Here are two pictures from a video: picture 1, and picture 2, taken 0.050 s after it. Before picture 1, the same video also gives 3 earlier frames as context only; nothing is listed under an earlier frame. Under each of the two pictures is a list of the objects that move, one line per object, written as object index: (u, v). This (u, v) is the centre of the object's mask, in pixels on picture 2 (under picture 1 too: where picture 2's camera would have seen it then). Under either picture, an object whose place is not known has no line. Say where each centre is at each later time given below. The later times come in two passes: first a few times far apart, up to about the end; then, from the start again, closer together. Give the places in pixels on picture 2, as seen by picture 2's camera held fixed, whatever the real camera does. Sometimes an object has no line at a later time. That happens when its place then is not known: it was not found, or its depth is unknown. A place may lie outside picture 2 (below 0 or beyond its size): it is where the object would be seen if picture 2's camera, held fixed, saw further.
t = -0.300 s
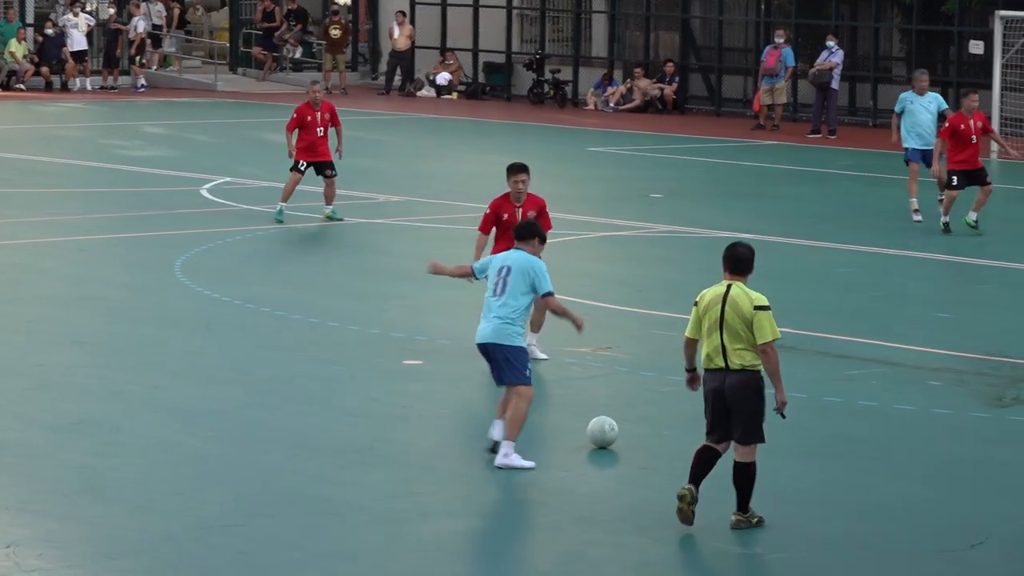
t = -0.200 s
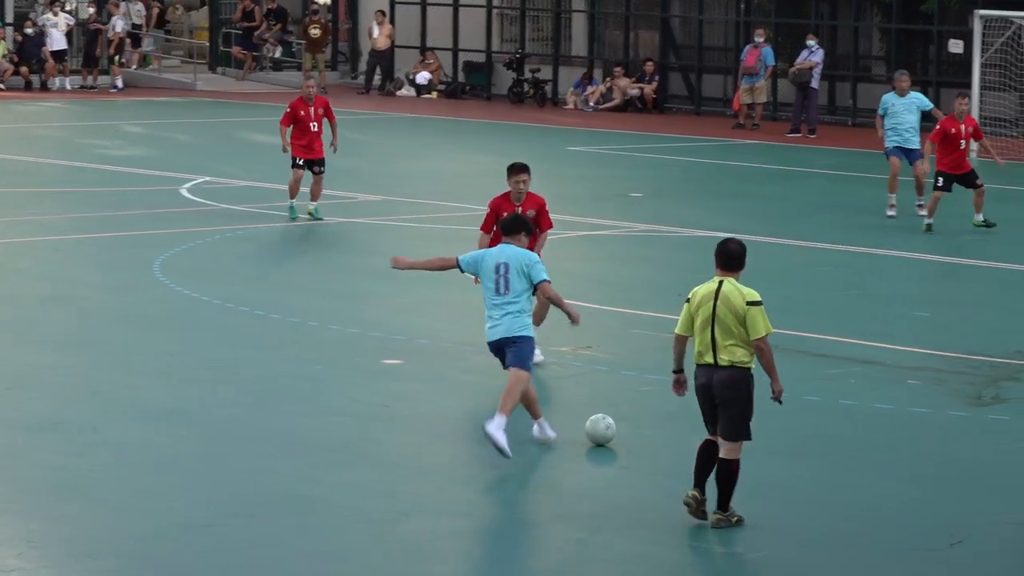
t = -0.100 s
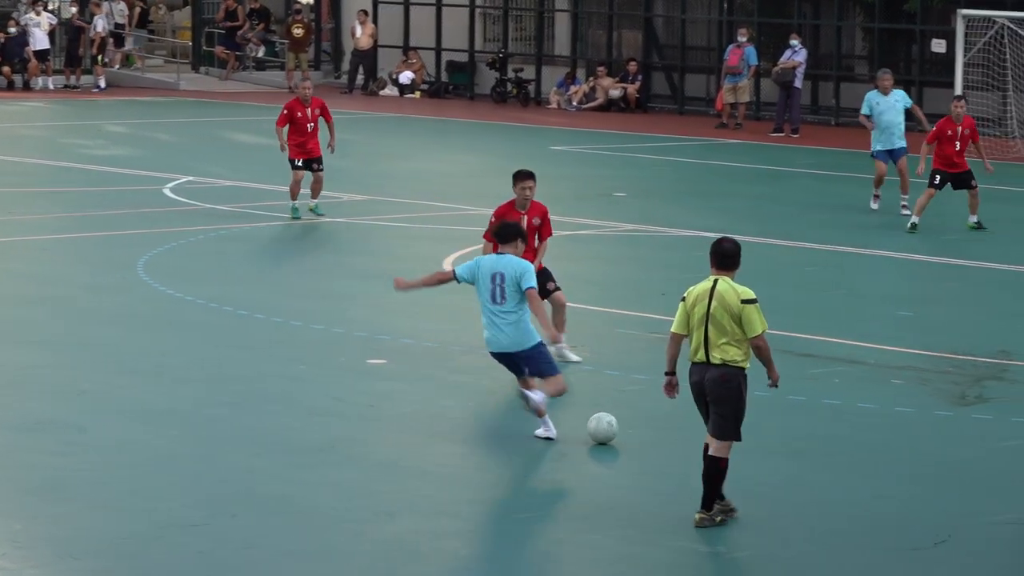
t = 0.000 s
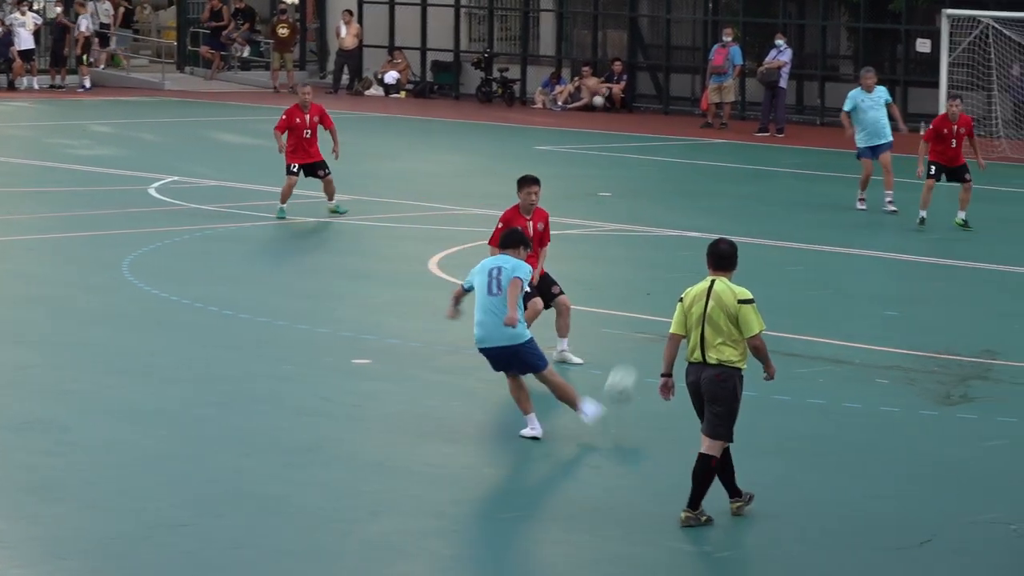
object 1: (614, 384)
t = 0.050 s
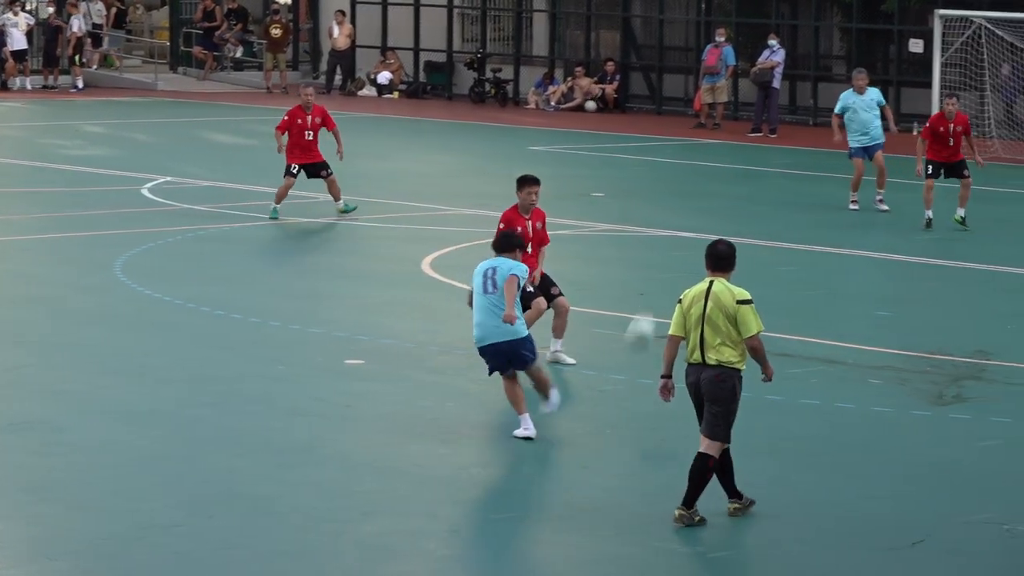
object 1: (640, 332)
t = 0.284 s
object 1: (742, 152)
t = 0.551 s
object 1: (823, 42)
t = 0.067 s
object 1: (649, 316)
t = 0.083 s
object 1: (658, 300)
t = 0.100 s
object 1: (665, 285)
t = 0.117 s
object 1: (673, 270)
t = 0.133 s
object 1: (681, 256)
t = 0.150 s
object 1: (687, 242)
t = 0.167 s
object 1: (696, 228)
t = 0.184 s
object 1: (702, 216)
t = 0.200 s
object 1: (710, 203)
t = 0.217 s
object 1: (716, 191)
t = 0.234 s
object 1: (722, 182)
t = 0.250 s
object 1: (729, 171)
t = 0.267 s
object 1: (736, 160)
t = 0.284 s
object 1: (742, 152)
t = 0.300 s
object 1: (748, 143)
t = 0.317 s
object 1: (754, 133)
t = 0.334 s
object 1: (759, 126)
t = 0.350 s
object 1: (764, 117)
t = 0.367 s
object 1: (770, 109)
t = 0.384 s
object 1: (775, 101)
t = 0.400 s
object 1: (781, 94)
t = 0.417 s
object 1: (785, 87)
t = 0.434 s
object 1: (791, 81)
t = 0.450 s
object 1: (795, 75)
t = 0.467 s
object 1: (800, 69)
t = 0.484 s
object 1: (805, 63)
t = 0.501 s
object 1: (810, 57)
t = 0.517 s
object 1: (814, 52)
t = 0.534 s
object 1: (819, 47)
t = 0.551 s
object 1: (823, 42)
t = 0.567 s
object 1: (827, 38)
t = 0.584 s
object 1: (832, 34)
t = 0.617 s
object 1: (841, 26)
